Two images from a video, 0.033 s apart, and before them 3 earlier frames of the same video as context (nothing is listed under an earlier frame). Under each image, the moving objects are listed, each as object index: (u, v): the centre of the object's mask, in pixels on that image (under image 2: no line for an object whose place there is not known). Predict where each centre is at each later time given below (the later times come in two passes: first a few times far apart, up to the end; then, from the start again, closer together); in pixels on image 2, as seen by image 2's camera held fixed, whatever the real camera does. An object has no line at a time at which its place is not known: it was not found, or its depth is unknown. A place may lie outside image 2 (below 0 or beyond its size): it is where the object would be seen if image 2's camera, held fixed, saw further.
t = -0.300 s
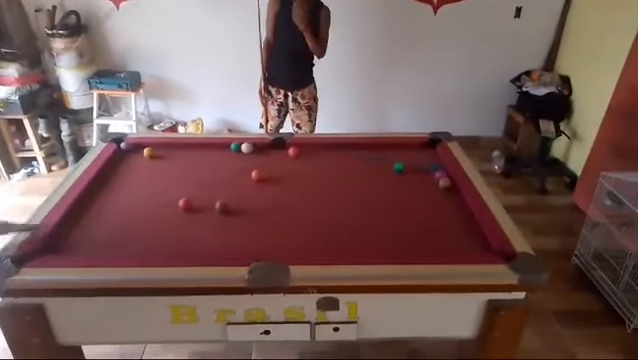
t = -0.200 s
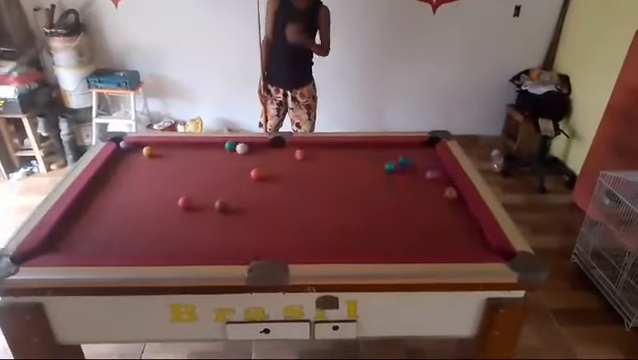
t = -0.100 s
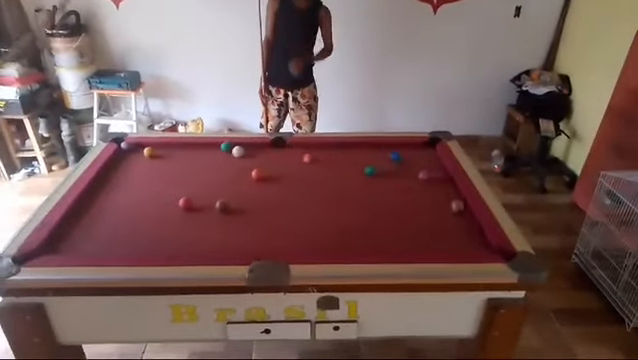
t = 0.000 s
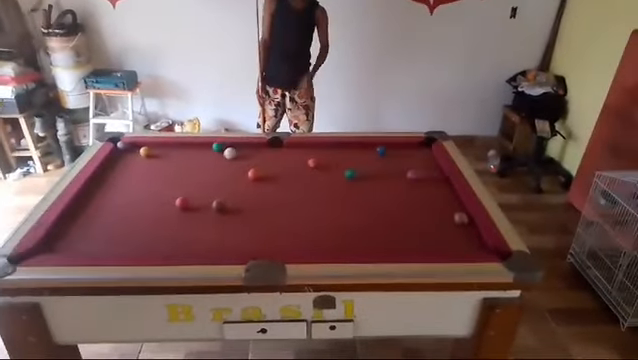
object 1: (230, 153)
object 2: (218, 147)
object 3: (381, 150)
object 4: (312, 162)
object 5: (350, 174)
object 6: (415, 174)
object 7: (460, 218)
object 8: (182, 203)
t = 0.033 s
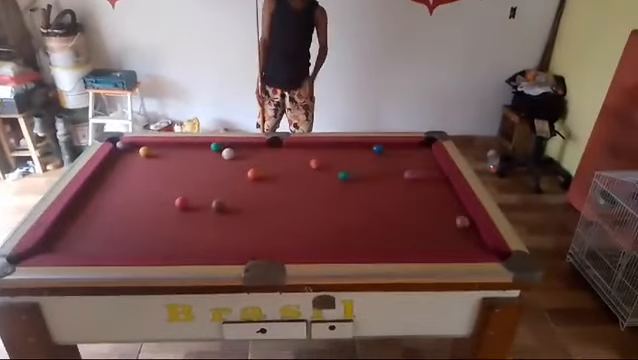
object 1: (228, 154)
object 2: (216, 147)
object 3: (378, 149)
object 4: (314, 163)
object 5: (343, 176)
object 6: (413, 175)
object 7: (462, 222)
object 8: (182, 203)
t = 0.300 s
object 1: (216, 159)
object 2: (205, 148)
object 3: (370, 150)
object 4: (336, 174)
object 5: (298, 184)
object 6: (394, 174)
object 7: (477, 240)
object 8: (182, 203)
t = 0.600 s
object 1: (204, 164)
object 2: (194, 148)
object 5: (241, 194)
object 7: (454, 218)
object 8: (182, 203)
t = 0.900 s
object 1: (192, 169)
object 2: (184, 148)
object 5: (193, 204)
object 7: (434, 201)
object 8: (174, 204)
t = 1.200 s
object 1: (181, 174)
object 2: (176, 148)
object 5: (180, 211)
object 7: (420, 184)
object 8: (138, 206)
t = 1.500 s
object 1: (172, 178)
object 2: (170, 149)
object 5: (168, 219)
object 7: (404, 171)
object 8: (106, 207)
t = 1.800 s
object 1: (164, 182)
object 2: (165, 148)
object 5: (159, 226)
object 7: (393, 161)
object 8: (74, 207)
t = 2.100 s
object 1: (158, 185)
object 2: (162, 148)
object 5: (150, 233)
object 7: (385, 152)
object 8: (88, 208)
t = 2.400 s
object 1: (152, 188)
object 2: (162, 147)
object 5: (144, 238)
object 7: (380, 146)
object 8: (111, 208)
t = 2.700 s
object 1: (149, 190)
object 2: (161, 147)
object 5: (140, 242)
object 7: (381, 152)
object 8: (131, 209)
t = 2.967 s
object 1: (147, 190)
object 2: (161, 146)
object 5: (137, 244)
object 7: (382, 158)
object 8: (148, 209)
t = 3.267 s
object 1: (147, 191)
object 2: (161, 146)
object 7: (382, 164)
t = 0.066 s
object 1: (226, 154)
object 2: (215, 147)
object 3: (376, 148)
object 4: (316, 164)
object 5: (338, 176)
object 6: (411, 175)
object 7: (464, 227)
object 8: (181, 203)
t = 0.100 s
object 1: (225, 155)
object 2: (213, 148)
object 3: (373, 147)
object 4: (320, 166)
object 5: (332, 177)
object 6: (410, 174)
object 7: (467, 231)
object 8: (182, 204)
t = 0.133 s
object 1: (223, 155)
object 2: (212, 147)
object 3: (372, 147)
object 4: (322, 166)
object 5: (327, 177)
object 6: (409, 174)
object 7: (470, 235)
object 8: (182, 203)
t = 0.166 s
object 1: (222, 156)
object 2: (210, 148)
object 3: (371, 147)
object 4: (326, 168)
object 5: (321, 179)
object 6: (404, 174)
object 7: (473, 240)
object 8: (182, 203)
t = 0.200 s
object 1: (220, 156)
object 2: (209, 148)
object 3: (371, 148)
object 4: (329, 169)
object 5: (315, 181)
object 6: (413, 174)
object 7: (475, 244)
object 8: (181, 203)
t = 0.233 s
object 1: (219, 157)
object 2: (208, 148)
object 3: (370, 148)
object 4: (331, 171)
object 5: (309, 182)
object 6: (401, 174)
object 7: (477, 245)
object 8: (181, 203)
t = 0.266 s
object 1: (217, 157)
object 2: (207, 148)
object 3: (370, 148)
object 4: (333, 172)
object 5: (303, 183)
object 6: (398, 174)
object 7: (477, 243)
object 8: (181, 204)
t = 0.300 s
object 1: (216, 159)
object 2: (205, 148)
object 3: (370, 150)
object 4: (336, 174)
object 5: (298, 184)
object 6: (394, 174)
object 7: (477, 240)
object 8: (182, 203)
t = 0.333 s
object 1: (215, 159)
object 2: (204, 148)
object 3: (370, 150)
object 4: (339, 175)
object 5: (291, 185)
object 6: (390, 173)
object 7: (475, 237)
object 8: (181, 203)
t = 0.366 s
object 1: (213, 159)
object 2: (203, 148)
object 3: (369, 150)
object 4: (341, 176)
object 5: (284, 186)
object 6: (388, 173)
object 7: (473, 234)
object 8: (181, 203)
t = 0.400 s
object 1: (212, 160)
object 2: (201, 148)
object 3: (368, 153)
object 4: (344, 177)
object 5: (279, 187)
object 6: (386, 173)
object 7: (470, 232)
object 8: (181, 204)
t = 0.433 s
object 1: (211, 161)
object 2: (200, 147)
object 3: (368, 153)
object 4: (348, 178)
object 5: (273, 188)
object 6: (384, 173)
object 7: (467, 230)
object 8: (181, 204)
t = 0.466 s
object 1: (209, 162)
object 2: (199, 148)
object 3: (368, 154)
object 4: (351, 180)
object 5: (265, 189)
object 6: (382, 173)
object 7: (464, 227)
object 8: (181, 203)
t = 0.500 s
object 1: (208, 162)
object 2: (197, 148)
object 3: (367, 155)
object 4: (353, 182)
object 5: (260, 190)
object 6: (381, 173)
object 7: (462, 225)
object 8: (182, 203)
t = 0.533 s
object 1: (207, 163)
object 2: (196, 148)
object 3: (367, 155)
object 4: (356, 183)
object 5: (254, 191)
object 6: (378, 173)
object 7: (459, 222)
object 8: (182, 203)
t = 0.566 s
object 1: (205, 163)
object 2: (195, 148)
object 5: (249, 192)
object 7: (457, 219)
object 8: (182, 203)
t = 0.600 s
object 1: (204, 164)
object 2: (194, 148)
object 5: (241, 194)
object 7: (454, 218)
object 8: (182, 203)
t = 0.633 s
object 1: (203, 165)
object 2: (193, 148)
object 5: (234, 195)
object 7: (452, 215)
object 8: (182, 203)
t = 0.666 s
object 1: (202, 165)
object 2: (192, 148)
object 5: (229, 196)
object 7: (450, 213)
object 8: (182, 203)
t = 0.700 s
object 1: (201, 165)
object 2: (191, 148)
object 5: (223, 197)
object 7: (448, 211)
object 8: (182, 203)
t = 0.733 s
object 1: (200, 166)
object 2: (190, 148)
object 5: (215, 196)
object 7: (446, 209)
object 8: (182, 203)
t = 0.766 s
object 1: (198, 167)
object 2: (188, 148)
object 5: (207, 200)
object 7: (444, 208)
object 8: (182, 203)
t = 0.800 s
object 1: (196, 168)
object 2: (187, 148)
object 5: (201, 202)
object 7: (440, 206)
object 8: (182, 203)
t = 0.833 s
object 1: (195, 168)
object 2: (186, 148)
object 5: (196, 203)
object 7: (438, 203)
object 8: (182, 203)
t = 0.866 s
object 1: (193, 169)
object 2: (185, 148)
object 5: (194, 203)
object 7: (436, 202)
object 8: (178, 203)
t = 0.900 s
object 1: (192, 169)
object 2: (184, 148)
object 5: (193, 204)
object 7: (434, 201)
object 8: (174, 204)
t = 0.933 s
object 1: (191, 170)
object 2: (182, 148)
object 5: (191, 205)
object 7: (432, 198)
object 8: (171, 204)
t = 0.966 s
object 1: (189, 171)
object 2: (182, 149)
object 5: (190, 206)
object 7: (430, 195)
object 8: (165, 204)
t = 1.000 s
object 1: (188, 171)
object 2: (181, 149)
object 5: (189, 206)
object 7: (429, 194)
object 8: (163, 204)
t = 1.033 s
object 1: (187, 171)
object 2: (181, 149)
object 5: (188, 207)
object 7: (427, 193)
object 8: (161, 205)
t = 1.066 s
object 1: (186, 172)
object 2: (179, 149)
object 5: (186, 208)
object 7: (426, 191)
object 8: (154, 205)
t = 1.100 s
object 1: (184, 173)
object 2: (179, 149)
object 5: (185, 209)
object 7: (423, 189)
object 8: (150, 205)
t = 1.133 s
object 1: (183, 173)
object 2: (178, 148)
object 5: (183, 210)
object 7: (422, 188)
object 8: (146, 205)
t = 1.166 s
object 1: (182, 174)
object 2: (177, 148)
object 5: (181, 211)
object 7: (420, 186)
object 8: (144, 205)
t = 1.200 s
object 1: (181, 174)
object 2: (176, 148)
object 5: (180, 211)
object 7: (420, 184)
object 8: (138, 206)
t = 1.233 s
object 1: (180, 175)
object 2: (175, 149)
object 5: (179, 212)
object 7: (418, 183)
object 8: (137, 206)
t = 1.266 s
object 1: (179, 175)
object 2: (174, 148)
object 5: (178, 213)
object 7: (414, 181)
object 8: (132, 206)
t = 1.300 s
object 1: (178, 176)
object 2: (174, 148)
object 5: (176, 214)
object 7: (412, 180)
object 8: (127, 207)
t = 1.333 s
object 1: (177, 176)
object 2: (173, 149)
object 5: (175, 215)
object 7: (411, 179)
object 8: (123, 206)
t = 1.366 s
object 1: (176, 177)
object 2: (172, 149)
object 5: (173, 216)
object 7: (409, 177)
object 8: (120, 207)
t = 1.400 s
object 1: (175, 177)
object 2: (172, 149)
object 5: (172, 217)
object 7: (408, 176)
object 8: (116, 207)
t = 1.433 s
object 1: (174, 177)
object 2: (172, 148)
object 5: (171, 217)
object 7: (406, 174)
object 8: (113, 207)
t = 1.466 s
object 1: (173, 178)
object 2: (170, 149)
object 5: (170, 218)
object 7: (405, 173)
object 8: (109, 207)
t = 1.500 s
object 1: (172, 178)
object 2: (170, 149)
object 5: (168, 219)
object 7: (404, 171)
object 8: (106, 207)
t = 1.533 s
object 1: (171, 179)
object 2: (170, 148)
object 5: (167, 220)
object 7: (403, 171)
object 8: (101, 207)
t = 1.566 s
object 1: (170, 179)
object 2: (169, 148)
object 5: (165, 221)
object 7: (402, 169)
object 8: (97, 207)
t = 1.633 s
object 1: (169, 180)
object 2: (168, 148)
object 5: (164, 222)
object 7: (398, 167)
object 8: (91, 207)
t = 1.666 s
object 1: (168, 180)
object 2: (167, 148)
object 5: (163, 223)
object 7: (397, 166)
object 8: (87, 207)
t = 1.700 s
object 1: (166, 181)
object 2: (167, 148)
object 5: (162, 224)
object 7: (396, 165)
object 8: (83, 207)
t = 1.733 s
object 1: (166, 182)
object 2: (167, 148)
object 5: (161, 224)
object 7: (395, 164)
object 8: (80, 207)
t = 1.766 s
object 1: (165, 182)
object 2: (166, 148)
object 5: (160, 225)
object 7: (394, 162)
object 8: (76, 207)
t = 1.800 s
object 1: (164, 182)
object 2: (165, 148)
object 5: (159, 226)
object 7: (393, 161)
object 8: (74, 207)
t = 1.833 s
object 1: (163, 182)
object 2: (165, 148)
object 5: (158, 227)
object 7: (392, 160)
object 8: (72, 207)
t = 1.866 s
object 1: (163, 183)
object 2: (165, 148)
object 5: (157, 228)
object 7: (391, 160)
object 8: (73, 207)
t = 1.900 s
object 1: (162, 183)
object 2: (164, 148)
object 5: (156, 228)
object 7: (390, 158)
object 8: (75, 207)
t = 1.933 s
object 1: (161, 184)
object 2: (165, 148)
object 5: (155, 229)
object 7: (390, 157)
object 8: (76, 207)
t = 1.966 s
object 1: (160, 184)
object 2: (164, 148)
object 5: (154, 230)
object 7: (388, 156)
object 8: (78, 208)
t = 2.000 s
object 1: (159, 184)
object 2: (163, 148)
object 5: (153, 231)
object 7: (387, 154)
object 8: (81, 208)
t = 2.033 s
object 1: (159, 184)
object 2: (163, 148)
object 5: (152, 231)
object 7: (386, 153)
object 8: (83, 207)
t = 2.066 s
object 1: (158, 185)
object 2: (162, 147)
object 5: (151, 232)
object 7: (386, 152)
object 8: (85, 207)
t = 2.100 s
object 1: (158, 185)
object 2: (162, 148)
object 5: (150, 233)
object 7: (385, 152)
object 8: (88, 208)
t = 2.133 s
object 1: (157, 185)
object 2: (162, 148)
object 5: (149, 234)
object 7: (384, 150)
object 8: (94, 209)
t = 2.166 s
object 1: (156, 186)
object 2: (162, 148)
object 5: (148, 234)
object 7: (383, 149)
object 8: (96, 209)
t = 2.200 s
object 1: (156, 186)
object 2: (162, 147)
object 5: (148, 235)
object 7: (383, 148)
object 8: (98, 209)
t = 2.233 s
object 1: (155, 186)
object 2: (162, 147)
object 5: (147, 235)
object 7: (382, 147)
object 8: (101, 208)
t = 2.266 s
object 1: (155, 187)
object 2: (161, 147)
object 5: (147, 236)
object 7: (382, 146)
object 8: (104, 208)
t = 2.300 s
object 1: (153, 187)
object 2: (162, 147)
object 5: (146, 237)
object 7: (381, 146)
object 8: (105, 209)
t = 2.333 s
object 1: (153, 187)
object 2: (162, 147)
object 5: (145, 237)
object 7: (381, 146)
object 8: (107, 209)
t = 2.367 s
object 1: (153, 188)
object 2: (162, 147)
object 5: (144, 238)
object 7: (381, 146)
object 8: (109, 209)
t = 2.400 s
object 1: (152, 188)
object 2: (162, 147)
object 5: (144, 238)
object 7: (380, 146)
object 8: (111, 208)
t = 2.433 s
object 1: (152, 188)
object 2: (162, 147)
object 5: (144, 239)
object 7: (380, 147)
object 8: (113, 209)
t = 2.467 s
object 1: (151, 188)
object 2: (161, 147)
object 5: (143, 239)
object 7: (380, 148)
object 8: (115, 209)
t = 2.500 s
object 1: (151, 188)
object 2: (162, 147)
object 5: (143, 240)
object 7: (381, 148)
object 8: (118, 209)
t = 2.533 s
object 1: (150, 189)
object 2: (161, 147)
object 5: (142, 240)
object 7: (380, 149)
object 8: (119, 209)
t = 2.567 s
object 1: (150, 189)
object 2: (161, 147)
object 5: (142, 241)
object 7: (381, 150)
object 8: (122, 208)
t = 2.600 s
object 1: (150, 189)
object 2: (161, 147)
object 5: (141, 241)
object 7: (381, 151)
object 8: (125, 209)
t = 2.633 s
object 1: (150, 189)
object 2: (161, 147)
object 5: (141, 242)
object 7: (381, 151)
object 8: (127, 209)
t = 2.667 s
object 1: (149, 189)
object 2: (161, 147)
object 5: (141, 242)
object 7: (381, 152)
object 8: (130, 209)
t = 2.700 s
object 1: (149, 190)
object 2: (161, 147)
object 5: (140, 242)
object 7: (381, 152)
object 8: (131, 209)
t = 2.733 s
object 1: (149, 190)
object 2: (161, 147)
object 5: (140, 242)
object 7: (381, 153)
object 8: (134, 209)
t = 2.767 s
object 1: (148, 190)
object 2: (161, 147)
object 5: (139, 243)
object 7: (381, 154)
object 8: (135, 209)
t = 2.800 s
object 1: (148, 190)
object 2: (161, 147)
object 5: (138, 243)
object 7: (381, 155)
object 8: (138, 208)
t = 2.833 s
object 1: (148, 190)
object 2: (161, 146)
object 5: (138, 244)
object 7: (381, 156)
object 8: (140, 209)
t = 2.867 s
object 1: (148, 190)
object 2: (162, 146)
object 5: (138, 244)
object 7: (381, 156)
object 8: (142, 209)
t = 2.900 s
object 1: (148, 190)
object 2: (161, 146)
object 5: (138, 244)
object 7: (382, 156)
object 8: (144, 209)
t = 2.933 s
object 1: (147, 190)
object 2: (161, 146)
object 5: (137, 244)
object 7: (382, 158)
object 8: (146, 209)
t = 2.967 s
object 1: (147, 190)
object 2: (161, 146)
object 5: (137, 244)
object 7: (382, 158)
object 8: (148, 209)
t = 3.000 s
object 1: (147, 190)
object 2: (161, 146)
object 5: (137, 245)
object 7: (382, 159)
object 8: (150, 209)
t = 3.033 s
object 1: (147, 190)
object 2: (162, 146)
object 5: (137, 245)
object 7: (382, 159)
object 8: (152, 209)
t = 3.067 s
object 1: (147, 191)
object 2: (162, 146)
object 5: (136, 245)
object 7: (381, 159)
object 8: (155, 209)
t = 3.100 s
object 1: (147, 191)
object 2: (161, 147)
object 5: (135, 246)
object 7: (381, 161)
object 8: (156, 209)
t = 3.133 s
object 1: (147, 191)
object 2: (161, 147)
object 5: (136, 246)
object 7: (382, 161)
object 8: (158, 209)
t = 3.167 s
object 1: (147, 191)
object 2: (161, 147)
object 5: (135, 246)
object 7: (382, 161)
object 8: (159, 209)
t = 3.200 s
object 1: (147, 191)
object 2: (161, 146)
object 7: (382, 163)
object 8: (161, 209)
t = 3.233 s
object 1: (147, 191)
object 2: (161, 146)
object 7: (381, 164)
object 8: (163, 209)
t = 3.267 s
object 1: (147, 191)
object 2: (161, 146)
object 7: (382, 164)
